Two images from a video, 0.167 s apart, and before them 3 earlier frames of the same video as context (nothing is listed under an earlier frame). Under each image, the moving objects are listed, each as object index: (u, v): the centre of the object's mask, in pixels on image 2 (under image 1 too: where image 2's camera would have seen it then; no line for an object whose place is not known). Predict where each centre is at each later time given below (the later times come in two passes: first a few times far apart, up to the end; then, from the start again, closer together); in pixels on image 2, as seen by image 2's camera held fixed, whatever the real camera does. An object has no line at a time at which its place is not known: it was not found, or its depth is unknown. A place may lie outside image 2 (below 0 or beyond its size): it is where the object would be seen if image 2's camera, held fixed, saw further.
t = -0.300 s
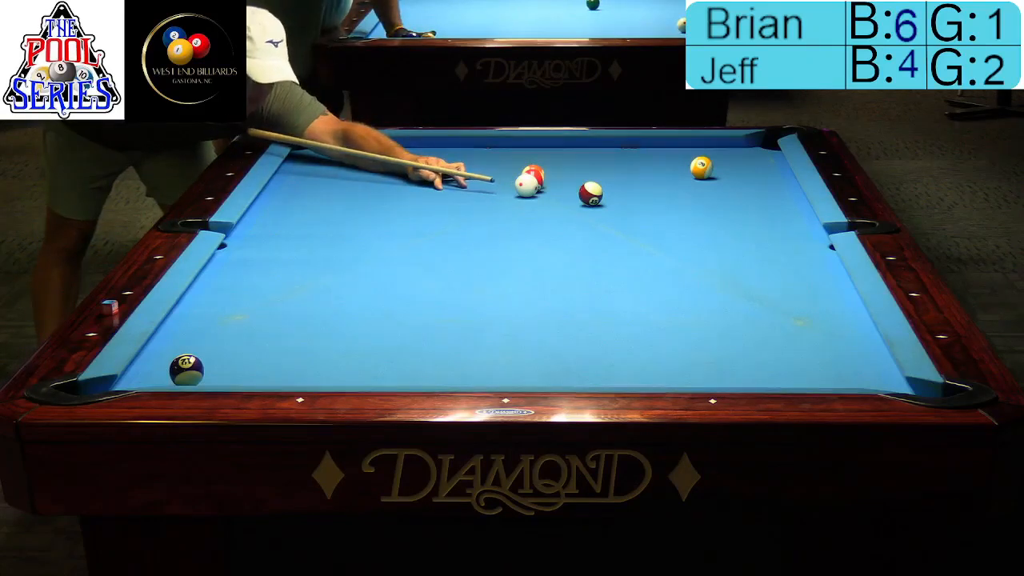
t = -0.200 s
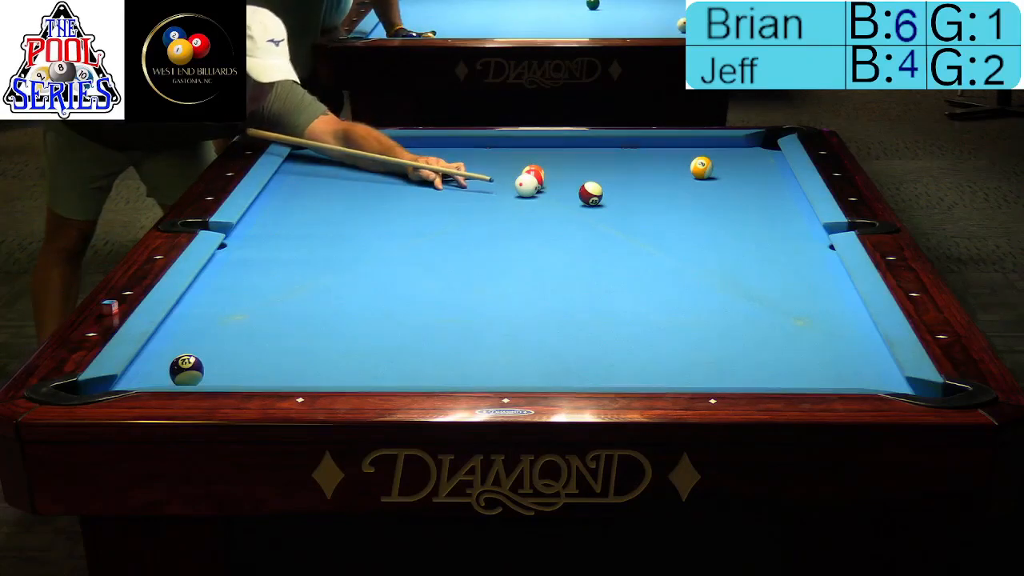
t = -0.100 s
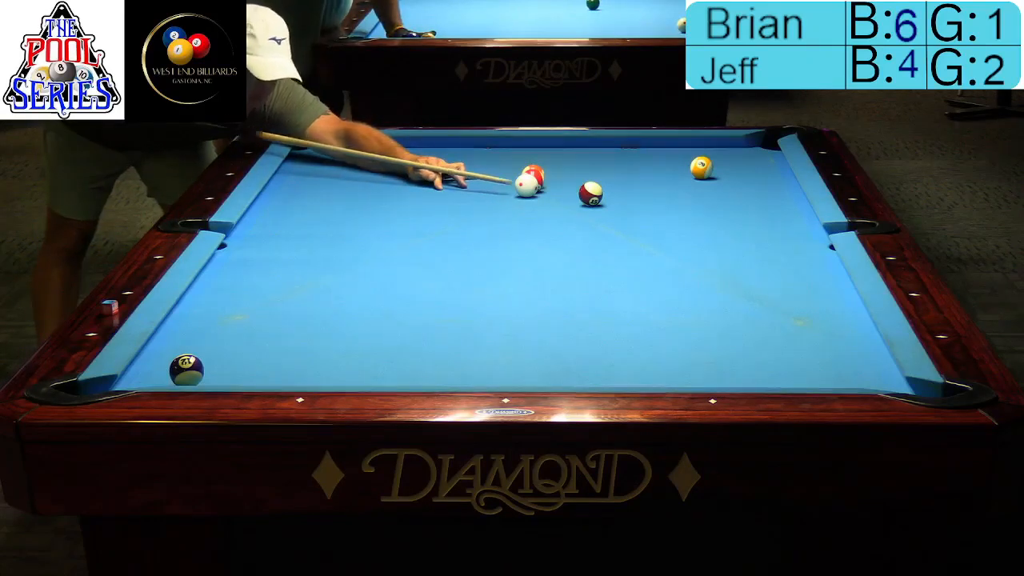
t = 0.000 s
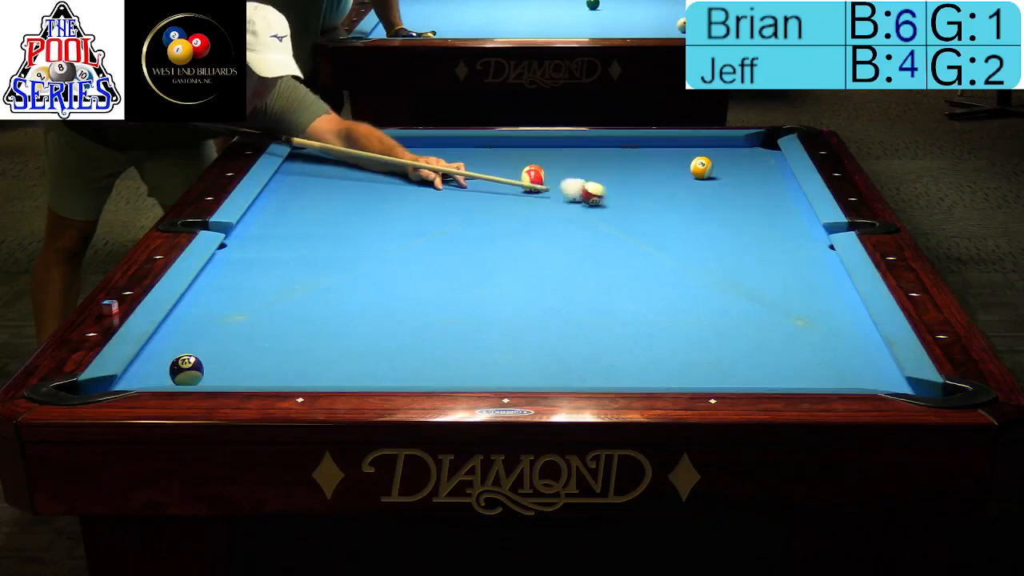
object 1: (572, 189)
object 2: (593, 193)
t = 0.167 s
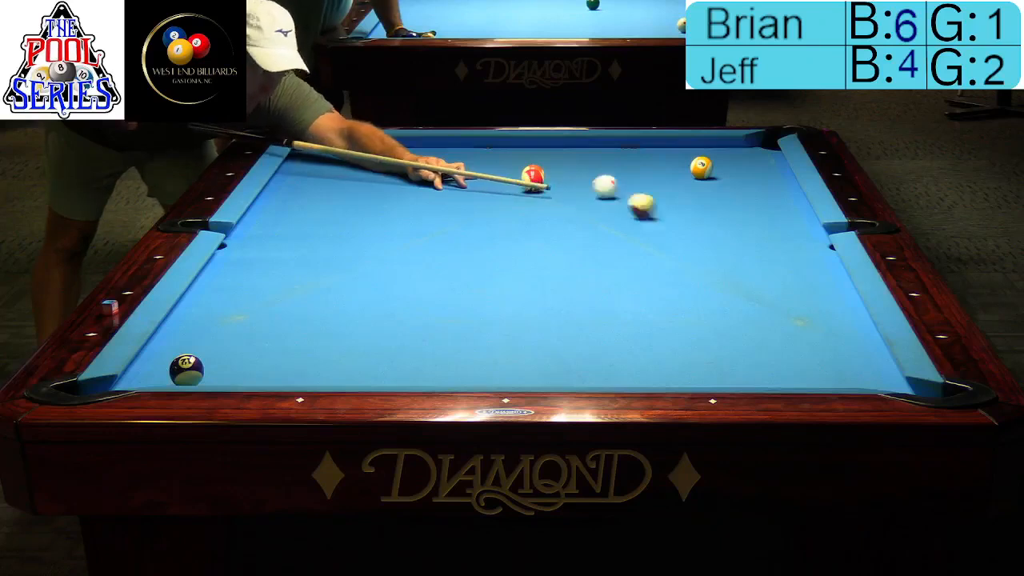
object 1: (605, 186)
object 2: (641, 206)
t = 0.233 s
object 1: (616, 185)
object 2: (660, 210)
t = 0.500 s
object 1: (658, 180)
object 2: (732, 228)
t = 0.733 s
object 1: (693, 176)
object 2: (796, 243)
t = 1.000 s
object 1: (729, 172)
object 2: (797, 258)
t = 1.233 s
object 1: (758, 168)
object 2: (769, 268)
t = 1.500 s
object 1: (769, 165)
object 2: (736, 281)
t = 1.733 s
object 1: (748, 162)
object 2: (707, 291)
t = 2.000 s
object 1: (727, 159)
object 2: (675, 304)
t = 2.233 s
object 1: (712, 155)
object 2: (646, 313)
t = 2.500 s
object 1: (693, 152)
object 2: (614, 325)
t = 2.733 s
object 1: (682, 154)
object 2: (587, 335)
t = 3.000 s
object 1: (669, 152)
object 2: (556, 346)
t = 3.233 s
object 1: (660, 150)
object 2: (531, 356)
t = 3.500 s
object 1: (652, 149)
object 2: (503, 366)
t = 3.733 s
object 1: (646, 149)
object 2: (480, 371)
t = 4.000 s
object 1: (642, 148)
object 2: (455, 376)
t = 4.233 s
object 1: (640, 148)
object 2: (436, 379)
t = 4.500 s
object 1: (639, 147)
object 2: (426, 376)
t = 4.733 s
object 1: (639, 147)
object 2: (420, 375)
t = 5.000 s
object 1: (639, 147)
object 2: (415, 373)
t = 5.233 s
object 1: (639, 148)
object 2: (412, 372)
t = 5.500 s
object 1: (639, 148)
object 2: (410, 372)
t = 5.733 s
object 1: (639, 148)
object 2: (411, 371)
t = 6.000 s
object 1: (639, 148)
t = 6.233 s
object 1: (639, 148)
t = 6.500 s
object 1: (639, 148)
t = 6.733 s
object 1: (639, 148)
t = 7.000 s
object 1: (639, 148)
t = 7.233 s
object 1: (639, 148)
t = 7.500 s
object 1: (639, 148)
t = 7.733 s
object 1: (639, 148)
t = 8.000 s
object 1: (639, 148)
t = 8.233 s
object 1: (639, 148)
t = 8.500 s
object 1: (639, 147)
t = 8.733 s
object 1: (639, 147)
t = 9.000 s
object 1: (639, 148)
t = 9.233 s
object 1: (639, 148)
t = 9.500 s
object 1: (639, 148)
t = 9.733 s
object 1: (639, 148)
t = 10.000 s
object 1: (639, 148)
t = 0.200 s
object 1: (610, 186)
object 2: (650, 208)
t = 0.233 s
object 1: (616, 185)
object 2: (660, 210)
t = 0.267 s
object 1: (621, 184)
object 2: (669, 211)
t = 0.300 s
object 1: (627, 183)
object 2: (678, 215)
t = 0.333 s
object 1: (632, 183)
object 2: (685, 217)
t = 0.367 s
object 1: (637, 182)
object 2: (694, 218)
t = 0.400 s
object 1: (643, 182)
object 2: (704, 221)
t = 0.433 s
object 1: (648, 181)
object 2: (714, 223)
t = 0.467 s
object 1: (653, 180)
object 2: (722, 224)
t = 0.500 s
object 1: (658, 180)
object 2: (732, 228)
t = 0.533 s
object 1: (663, 179)
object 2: (740, 229)
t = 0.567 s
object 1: (668, 179)
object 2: (749, 231)
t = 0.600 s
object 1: (673, 178)
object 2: (760, 234)
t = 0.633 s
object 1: (678, 178)
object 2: (769, 237)
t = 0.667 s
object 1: (682, 178)
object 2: (779, 238)
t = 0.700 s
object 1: (687, 177)
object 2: (788, 242)
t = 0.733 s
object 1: (693, 176)
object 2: (796, 243)
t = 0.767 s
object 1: (697, 176)
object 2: (806, 245)
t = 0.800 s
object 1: (702, 176)
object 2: (816, 248)
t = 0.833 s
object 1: (707, 175)
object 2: (818, 250)
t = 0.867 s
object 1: (711, 174)
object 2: (813, 251)
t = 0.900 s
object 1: (715, 174)
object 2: (810, 253)
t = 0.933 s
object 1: (720, 173)
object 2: (805, 255)
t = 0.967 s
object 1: (725, 173)
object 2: (801, 256)
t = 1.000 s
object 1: (729, 172)
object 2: (797, 258)
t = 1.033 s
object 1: (733, 171)
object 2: (794, 259)
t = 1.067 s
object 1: (737, 171)
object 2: (789, 261)
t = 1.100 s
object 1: (742, 171)
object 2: (785, 262)
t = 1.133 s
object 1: (746, 170)
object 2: (781, 264)
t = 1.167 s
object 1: (750, 169)
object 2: (777, 266)
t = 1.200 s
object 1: (754, 169)
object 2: (772, 267)
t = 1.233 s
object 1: (758, 168)
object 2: (769, 268)
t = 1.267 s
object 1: (763, 168)
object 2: (765, 270)
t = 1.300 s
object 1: (767, 168)
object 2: (760, 271)
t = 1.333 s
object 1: (771, 167)
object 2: (756, 272)
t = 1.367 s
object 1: (775, 167)
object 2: (752, 275)
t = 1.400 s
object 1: (777, 166)
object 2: (748, 276)
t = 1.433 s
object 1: (775, 166)
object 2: (744, 277)
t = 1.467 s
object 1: (772, 166)
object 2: (739, 279)
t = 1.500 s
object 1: (769, 165)
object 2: (736, 281)
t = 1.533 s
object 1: (766, 165)
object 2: (732, 282)
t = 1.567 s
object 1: (763, 164)
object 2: (728, 283)
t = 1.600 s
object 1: (760, 164)
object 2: (723, 285)
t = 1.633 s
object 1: (757, 163)
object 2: (719, 287)
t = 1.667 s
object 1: (754, 163)
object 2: (716, 289)
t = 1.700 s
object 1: (751, 163)
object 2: (712, 290)
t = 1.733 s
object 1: (748, 162)
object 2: (707, 291)
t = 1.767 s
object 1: (745, 162)
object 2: (703, 293)
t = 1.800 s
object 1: (743, 161)
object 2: (699, 295)
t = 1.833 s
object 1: (740, 161)
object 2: (695, 296)
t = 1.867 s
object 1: (737, 161)
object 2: (691, 297)
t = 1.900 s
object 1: (735, 160)
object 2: (687, 299)
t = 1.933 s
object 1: (733, 160)
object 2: (682, 301)
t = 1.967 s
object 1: (730, 159)
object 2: (679, 302)
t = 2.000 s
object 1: (727, 159)
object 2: (675, 304)
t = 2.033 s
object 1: (725, 159)
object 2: (671, 305)
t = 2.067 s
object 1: (722, 158)
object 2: (666, 306)
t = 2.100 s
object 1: (720, 158)
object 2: (662, 308)
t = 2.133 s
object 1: (719, 158)
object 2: (658, 309)
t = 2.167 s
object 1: (717, 157)
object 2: (654, 311)
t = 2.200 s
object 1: (715, 157)
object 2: (650, 313)
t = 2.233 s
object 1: (712, 155)
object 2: (646, 313)
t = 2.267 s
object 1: (711, 155)
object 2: (642, 315)
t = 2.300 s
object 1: (708, 154)
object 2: (638, 317)
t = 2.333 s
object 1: (705, 153)
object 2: (634, 318)
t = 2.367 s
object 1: (702, 152)
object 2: (630, 320)
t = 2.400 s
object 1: (699, 152)
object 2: (626, 320)
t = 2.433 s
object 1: (698, 152)
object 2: (622, 322)
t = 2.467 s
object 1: (696, 152)
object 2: (618, 324)
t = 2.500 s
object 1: (693, 152)
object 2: (614, 325)
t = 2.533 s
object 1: (691, 153)
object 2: (610, 327)
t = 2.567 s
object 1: (689, 153)
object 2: (606, 328)
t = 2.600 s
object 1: (688, 153)
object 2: (602, 329)
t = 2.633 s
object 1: (686, 154)
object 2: (598, 330)
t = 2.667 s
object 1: (685, 154)
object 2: (594, 332)
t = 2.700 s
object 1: (683, 154)
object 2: (591, 334)
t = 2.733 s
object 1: (682, 154)
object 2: (587, 335)
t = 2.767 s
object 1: (681, 154)
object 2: (583, 337)
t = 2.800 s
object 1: (679, 154)
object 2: (579, 338)
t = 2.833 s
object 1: (677, 153)
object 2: (576, 340)
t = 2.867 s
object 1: (675, 153)
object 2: (571, 341)
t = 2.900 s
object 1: (674, 153)
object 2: (567, 342)
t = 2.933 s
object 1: (672, 152)
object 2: (564, 344)
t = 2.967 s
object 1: (671, 152)
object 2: (560, 345)
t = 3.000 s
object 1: (669, 152)
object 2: (556, 346)
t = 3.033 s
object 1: (668, 152)
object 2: (553, 348)
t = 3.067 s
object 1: (666, 151)
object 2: (549, 349)
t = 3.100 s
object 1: (665, 151)
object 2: (545, 350)
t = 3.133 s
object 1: (664, 151)
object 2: (542, 352)
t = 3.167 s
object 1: (663, 151)
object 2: (538, 353)
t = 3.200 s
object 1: (662, 150)
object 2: (534, 354)
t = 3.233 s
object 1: (660, 150)
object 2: (531, 356)
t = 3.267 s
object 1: (659, 150)
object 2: (527, 357)
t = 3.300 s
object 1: (658, 150)
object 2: (524, 359)
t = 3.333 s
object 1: (657, 150)
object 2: (520, 360)
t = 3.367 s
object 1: (656, 150)
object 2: (517, 361)
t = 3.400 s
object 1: (655, 150)
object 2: (513, 362)
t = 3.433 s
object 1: (654, 150)
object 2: (510, 363)
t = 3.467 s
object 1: (653, 149)
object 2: (506, 365)
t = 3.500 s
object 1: (652, 149)
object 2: (503, 366)
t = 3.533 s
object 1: (651, 149)
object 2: (499, 367)
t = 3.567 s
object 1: (650, 149)
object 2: (496, 368)
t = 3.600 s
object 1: (649, 149)
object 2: (493, 369)
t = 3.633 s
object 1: (649, 149)
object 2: (490, 370)
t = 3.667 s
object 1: (648, 149)
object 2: (486, 370)
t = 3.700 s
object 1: (647, 149)
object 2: (483, 371)
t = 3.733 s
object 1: (646, 149)
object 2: (480, 371)
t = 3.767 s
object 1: (646, 149)
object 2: (477, 372)
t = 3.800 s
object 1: (645, 148)
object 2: (473, 373)
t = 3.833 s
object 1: (645, 148)
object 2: (470, 374)
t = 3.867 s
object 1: (644, 148)
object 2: (467, 374)
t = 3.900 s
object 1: (644, 148)
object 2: (464, 375)
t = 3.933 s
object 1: (643, 148)
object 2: (461, 375)
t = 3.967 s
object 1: (642, 148)
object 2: (458, 376)
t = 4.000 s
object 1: (642, 148)
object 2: (455, 376)
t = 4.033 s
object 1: (642, 148)
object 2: (452, 377)
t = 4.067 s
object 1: (641, 148)
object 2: (448, 377)
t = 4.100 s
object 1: (641, 148)
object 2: (446, 378)
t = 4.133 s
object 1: (641, 148)
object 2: (443, 378)
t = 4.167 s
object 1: (640, 148)
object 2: (440, 379)
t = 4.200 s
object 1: (640, 148)
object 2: (438, 379)
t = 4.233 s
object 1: (640, 148)
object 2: (436, 379)
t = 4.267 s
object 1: (640, 148)
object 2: (435, 379)
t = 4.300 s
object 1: (639, 148)
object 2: (433, 378)
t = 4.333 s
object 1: (639, 147)
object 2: (432, 378)
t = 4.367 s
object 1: (639, 147)
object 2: (431, 378)
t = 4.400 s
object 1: (639, 147)
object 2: (430, 377)
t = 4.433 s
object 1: (639, 147)
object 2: (428, 377)
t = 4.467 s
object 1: (639, 147)
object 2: (427, 377)
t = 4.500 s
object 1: (639, 147)
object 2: (426, 376)
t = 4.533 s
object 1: (639, 147)
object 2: (425, 376)
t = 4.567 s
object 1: (639, 147)
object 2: (424, 376)
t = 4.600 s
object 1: (639, 147)
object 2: (423, 376)
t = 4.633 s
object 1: (639, 147)
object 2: (422, 376)
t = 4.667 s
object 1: (639, 147)
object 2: (421, 375)
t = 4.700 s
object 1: (639, 147)
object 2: (420, 375)
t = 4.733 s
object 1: (639, 147)
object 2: (420, 375)
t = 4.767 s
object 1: (639, 147)
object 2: (419, 375)
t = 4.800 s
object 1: (639, 147)
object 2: (418, 374)
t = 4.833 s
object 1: (639, 147)
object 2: (418, 374)
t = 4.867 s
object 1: (639, 147)
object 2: (417, 374)
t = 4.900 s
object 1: (639, 147)
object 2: (417, 374)
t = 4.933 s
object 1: (639, 147)
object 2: (416, 374)
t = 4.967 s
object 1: (639, 147)
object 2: (415, 374)
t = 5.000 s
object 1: (639, 147)
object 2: (415, 373)
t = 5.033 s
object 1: (639, 147)
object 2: (415, 373)
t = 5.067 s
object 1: (639, 148)
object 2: (414, 373)
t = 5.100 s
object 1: (639, 148)
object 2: (414, 373)
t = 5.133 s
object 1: (639, 148)
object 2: (413, 373)
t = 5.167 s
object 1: (639, 148)
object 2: (413, 373)
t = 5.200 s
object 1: (639, 148)
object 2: (413, 372)
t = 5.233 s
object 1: (639, 148)
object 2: (412, 372)
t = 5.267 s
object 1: (639, 148)
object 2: (412, 372)
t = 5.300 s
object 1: (639, 148)
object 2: (411, 372)
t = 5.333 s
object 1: (639, 148)
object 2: (411, 372)
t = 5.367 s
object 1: (639, 148)
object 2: (411, 372)
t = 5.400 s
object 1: (639, 148)
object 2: (410, 372)
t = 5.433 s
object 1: (639, 148)
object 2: (410, 372)
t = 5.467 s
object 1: (639, 148)
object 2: (410, 372)
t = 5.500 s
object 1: (639, 148)
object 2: (410, 372)
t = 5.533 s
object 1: (639, 148)
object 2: (410, 372)
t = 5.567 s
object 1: (639, 148)
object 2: (410, 372)
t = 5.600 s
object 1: (639, 148)
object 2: (410, 372)
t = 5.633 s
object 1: (639, 148)
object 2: (410, 372)
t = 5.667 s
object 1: (639, 148)
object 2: (410, 372)
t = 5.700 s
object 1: (639, 148)
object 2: (410, 372)
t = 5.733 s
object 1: (639, 148)
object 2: (411, 371)
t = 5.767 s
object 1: (639, 148)
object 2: (411, 371)
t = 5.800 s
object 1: (639, 148)
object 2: (411, 372)
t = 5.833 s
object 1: (639, 148)
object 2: (411, 372)
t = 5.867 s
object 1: (639, 148)
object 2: (411, 372)
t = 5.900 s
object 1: (639, 148)
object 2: (411, 372)
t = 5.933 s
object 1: (639, 148)
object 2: (411, 372)
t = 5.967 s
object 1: (639, 148)
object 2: (411, 372)
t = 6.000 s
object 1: (639, 148)
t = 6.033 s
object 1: (639, 148)
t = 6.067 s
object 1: (639, 148)
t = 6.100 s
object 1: (639, 148)
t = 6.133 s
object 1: (639, 148)
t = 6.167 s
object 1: (639, 148)
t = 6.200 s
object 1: (639, 148)
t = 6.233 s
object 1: (639, 148)
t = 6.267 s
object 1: (639, 148)
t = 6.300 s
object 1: (639, 148)
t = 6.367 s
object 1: (639, 148)
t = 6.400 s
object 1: (639, 148)
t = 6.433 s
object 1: (639, 148)
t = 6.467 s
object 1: (639, 148)
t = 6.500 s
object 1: (639, 148)
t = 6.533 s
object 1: (639, 148)
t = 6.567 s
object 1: (639, 148)
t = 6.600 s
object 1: (639, 148)
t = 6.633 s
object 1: (639, 148)
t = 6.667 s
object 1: (639, 148)
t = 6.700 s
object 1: (639, 148)
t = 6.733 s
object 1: (639, 148)
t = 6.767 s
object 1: (639, 148)
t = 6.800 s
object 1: (639, 148)
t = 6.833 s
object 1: (639, 148)
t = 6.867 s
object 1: (639, 148)
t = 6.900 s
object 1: (639, 148)
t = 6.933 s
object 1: (639, 148)
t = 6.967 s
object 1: (639, 148)
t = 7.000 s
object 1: (639, 148)
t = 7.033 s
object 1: (639, 148)
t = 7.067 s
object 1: (639, 148)
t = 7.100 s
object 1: (639, 148)
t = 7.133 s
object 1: (639, 148)
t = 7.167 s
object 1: (639, 148)
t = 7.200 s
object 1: (639, 148)
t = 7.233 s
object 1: (639, 148)
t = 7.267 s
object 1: (639, 148)
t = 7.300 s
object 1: (639, 148)
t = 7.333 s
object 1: (639, 148)
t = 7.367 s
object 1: (639, 148)
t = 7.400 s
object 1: (639, 148)
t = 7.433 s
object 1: (639, 148)
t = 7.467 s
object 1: (639, 148)
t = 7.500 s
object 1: (639, 148)
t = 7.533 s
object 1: (639, 148)
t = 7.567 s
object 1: (639, 148)
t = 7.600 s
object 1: (639, 148)
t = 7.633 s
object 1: (639, 148)
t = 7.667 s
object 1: (639, 148)
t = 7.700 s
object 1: (639, 148)
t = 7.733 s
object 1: (639, 148)
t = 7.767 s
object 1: (639, 148)
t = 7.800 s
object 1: (639, 148)
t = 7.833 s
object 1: (639, 148)
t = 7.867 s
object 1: (639, 148)
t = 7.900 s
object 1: (639, 148)
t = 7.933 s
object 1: (639, 148)
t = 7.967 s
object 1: (639, 148)
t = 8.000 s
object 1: (639, 148)
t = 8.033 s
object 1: (639, 148)
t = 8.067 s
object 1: (639, 148)
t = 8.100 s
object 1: (639, 147)
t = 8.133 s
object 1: (639, 148)
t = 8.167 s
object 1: (639, 148)
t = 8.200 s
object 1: (639, 148)
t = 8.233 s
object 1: (639, 148)
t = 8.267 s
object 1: (639, 147)
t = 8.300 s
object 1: (639, 148)
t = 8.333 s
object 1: (639, 148)
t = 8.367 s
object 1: (639, 147)
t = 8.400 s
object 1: (639, 148)
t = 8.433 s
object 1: (639, 148)
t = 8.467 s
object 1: (639, 148)
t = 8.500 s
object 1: (639, 147)
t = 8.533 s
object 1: (639, 147)
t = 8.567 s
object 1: (639, 147)
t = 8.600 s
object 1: (639, 147)
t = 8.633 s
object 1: (639, 147)
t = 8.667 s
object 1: (639, 148)
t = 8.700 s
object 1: (639, 147)
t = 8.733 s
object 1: (639, 147)
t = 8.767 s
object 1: (639, 148)
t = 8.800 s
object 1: (639, 147)
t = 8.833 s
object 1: (639, 147)
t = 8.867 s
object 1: (639, 148)
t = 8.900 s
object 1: (639, 148)
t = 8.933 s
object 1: (639, 148)
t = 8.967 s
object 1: (639, 148)
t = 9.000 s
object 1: (639, 148)
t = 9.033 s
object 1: (639, 148)
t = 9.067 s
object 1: (639, 148)
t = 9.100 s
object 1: (639, 148)
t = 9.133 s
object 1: (639, 148)
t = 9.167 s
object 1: (639, 148)
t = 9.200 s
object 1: (639, 148)
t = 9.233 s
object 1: (639, 148)
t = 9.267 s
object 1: (639, 148)
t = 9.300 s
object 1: (639, 148)
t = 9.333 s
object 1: (639, 148)
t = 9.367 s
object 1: (639, 148)
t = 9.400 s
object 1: (639, 148)
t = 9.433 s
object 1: (639, 148)
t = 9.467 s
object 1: (639, 148)
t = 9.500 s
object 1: (639, 148)
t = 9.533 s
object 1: (639, 148)
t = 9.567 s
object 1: (639, 148)
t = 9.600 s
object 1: (639, 148)
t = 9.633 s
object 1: (639, 148)
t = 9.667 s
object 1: (639, 148)
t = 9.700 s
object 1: (639, 148)
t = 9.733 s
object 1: (639, 148)
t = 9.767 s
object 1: (639, 148)
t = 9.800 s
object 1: (639, 148)
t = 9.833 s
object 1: (639, 148)
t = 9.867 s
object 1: (639, 148)
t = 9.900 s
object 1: (639, 148)
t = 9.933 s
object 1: (639, 147)
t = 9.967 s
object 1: (639, 148)
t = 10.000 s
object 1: (639, 148)
